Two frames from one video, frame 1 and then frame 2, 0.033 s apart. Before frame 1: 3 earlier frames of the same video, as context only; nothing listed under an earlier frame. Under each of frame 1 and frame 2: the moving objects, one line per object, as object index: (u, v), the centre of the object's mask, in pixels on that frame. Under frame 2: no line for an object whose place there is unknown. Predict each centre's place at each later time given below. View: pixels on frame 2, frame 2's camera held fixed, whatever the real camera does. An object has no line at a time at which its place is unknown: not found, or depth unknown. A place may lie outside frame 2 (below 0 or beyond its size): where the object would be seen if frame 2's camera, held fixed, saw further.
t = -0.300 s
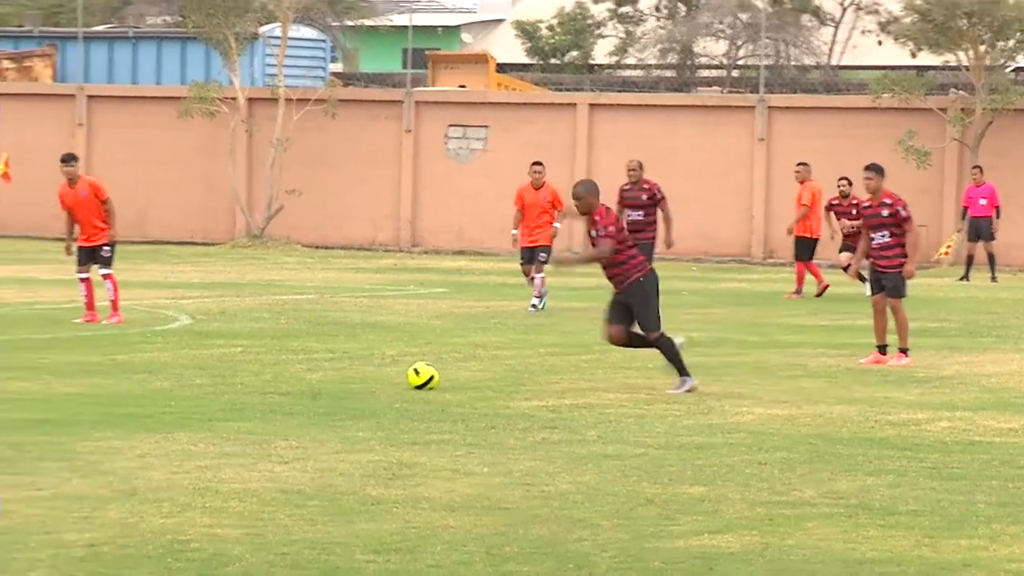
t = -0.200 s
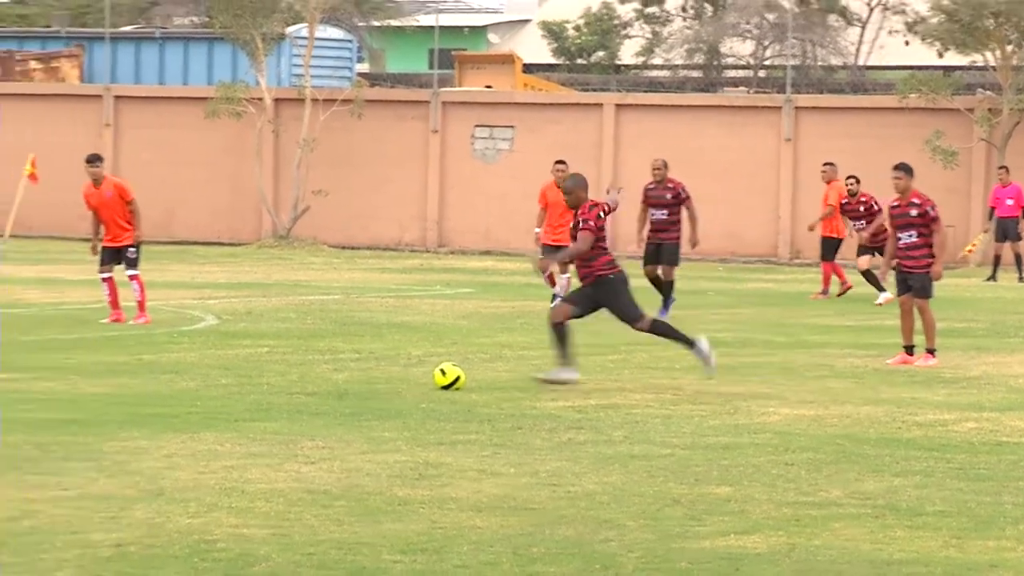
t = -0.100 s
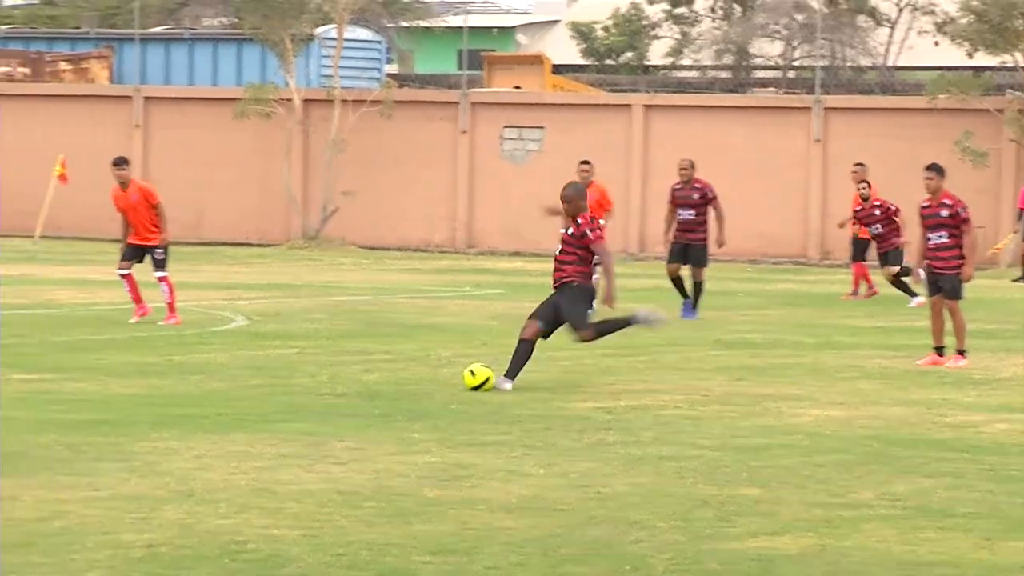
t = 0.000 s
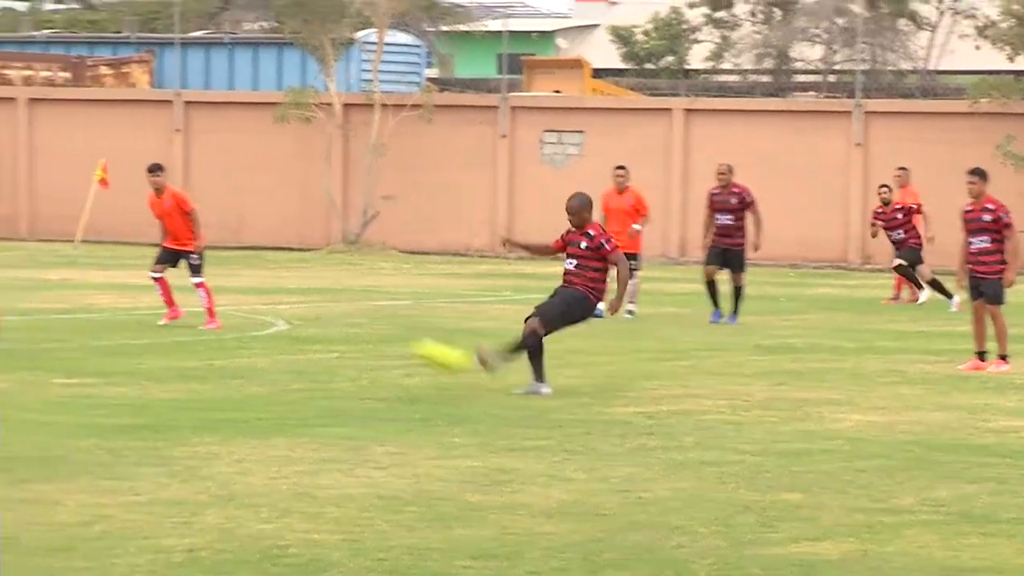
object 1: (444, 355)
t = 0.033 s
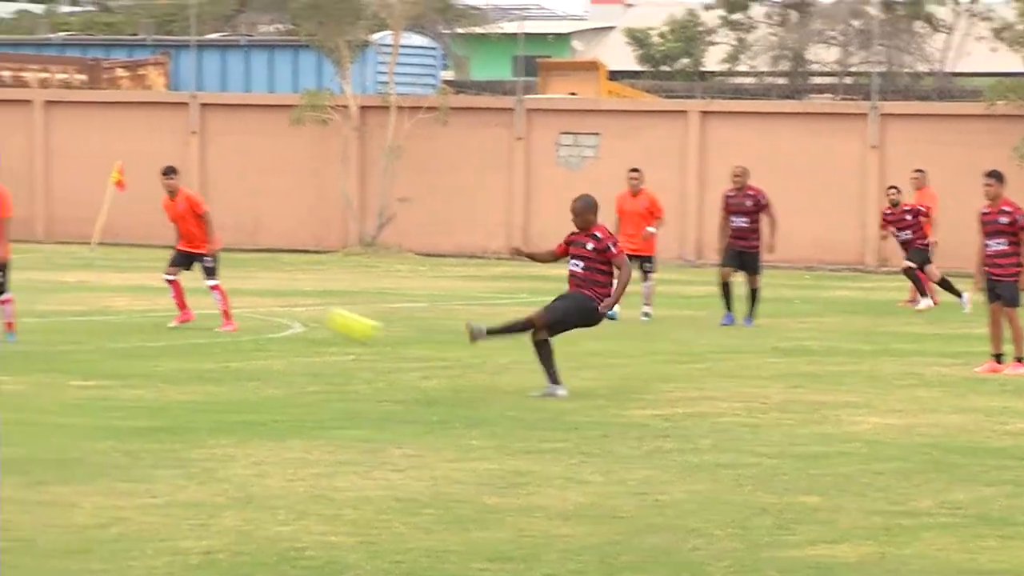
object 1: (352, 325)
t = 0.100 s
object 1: (153, 266)
